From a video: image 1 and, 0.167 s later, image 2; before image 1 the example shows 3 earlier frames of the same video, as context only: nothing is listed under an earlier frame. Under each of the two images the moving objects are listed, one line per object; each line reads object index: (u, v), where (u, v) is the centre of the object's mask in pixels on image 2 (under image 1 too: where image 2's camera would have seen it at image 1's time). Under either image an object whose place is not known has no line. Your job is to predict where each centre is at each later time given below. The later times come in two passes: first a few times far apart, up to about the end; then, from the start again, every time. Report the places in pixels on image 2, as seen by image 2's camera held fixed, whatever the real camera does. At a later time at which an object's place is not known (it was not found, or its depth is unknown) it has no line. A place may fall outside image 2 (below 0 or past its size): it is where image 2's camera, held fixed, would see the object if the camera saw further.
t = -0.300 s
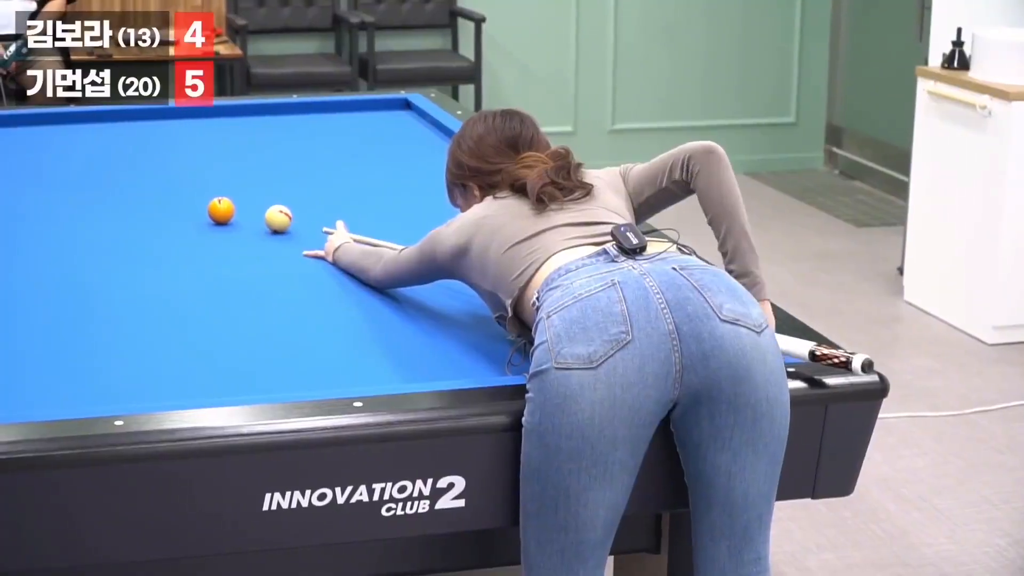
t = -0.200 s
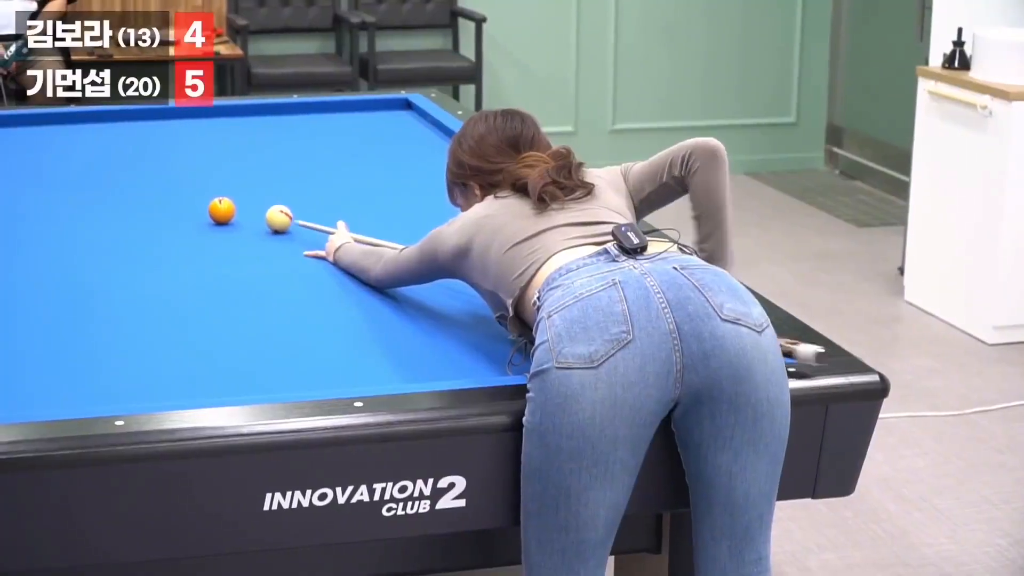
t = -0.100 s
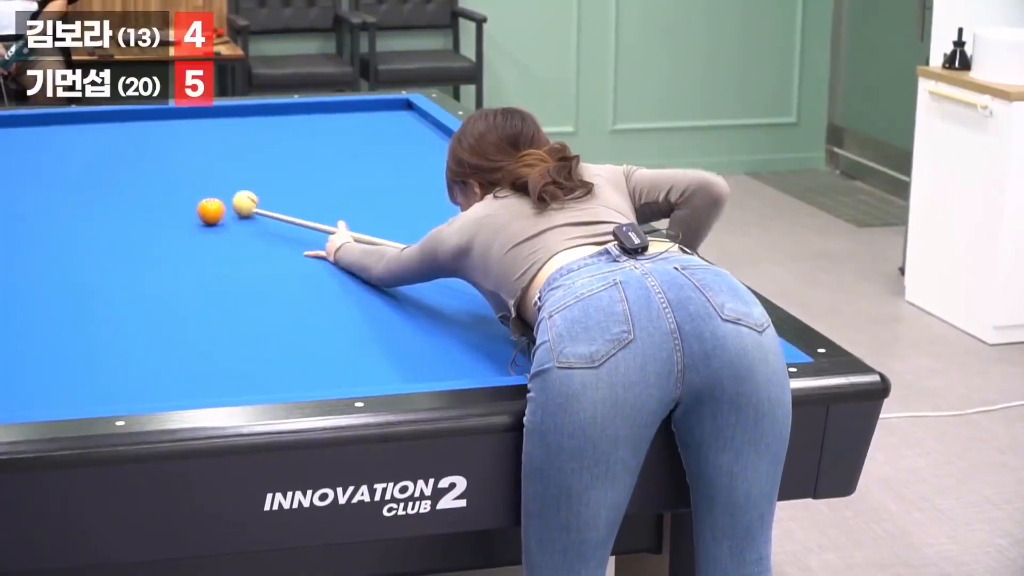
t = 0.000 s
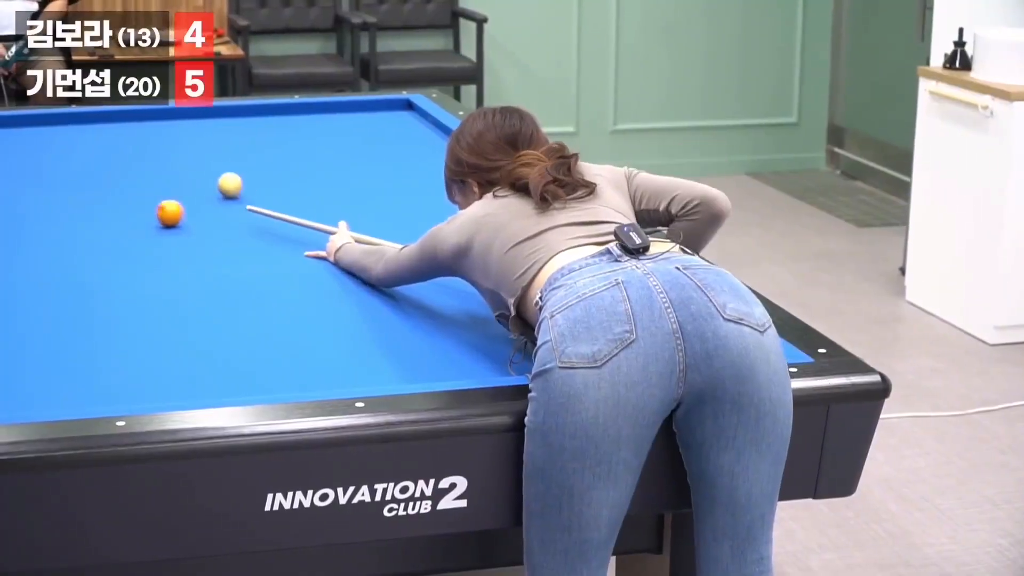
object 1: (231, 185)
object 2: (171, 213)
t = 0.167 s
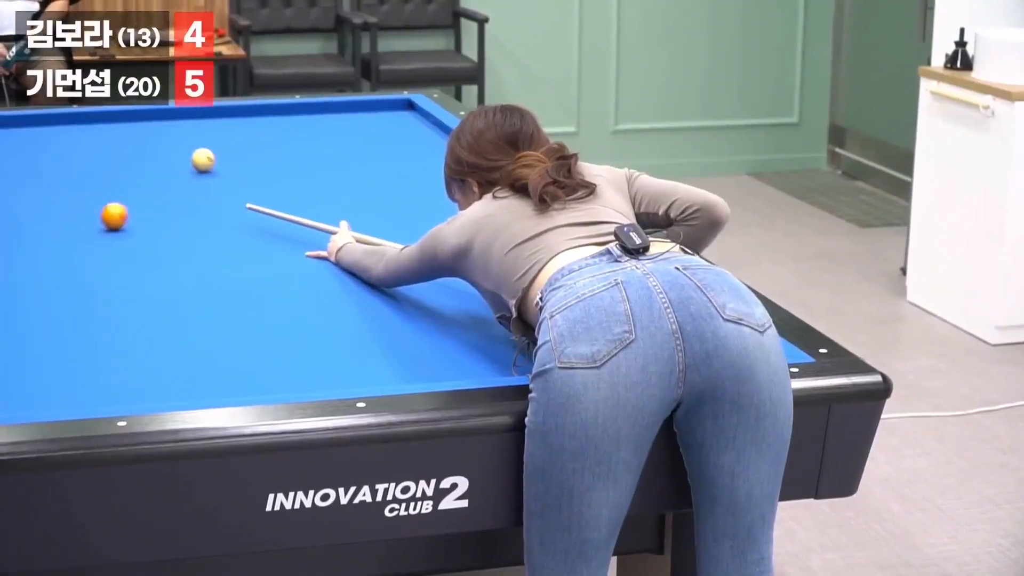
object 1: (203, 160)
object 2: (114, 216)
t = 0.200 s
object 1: (198, 155)
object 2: (103, 217)
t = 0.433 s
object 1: (163, 127)
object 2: (26, 221)
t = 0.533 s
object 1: (151, 117)
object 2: (2, 222)
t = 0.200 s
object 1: (198, 155)
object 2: (103, 217)
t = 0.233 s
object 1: (192, 151)
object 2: (92, 217)
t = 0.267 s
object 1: (187, 147)
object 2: (81, 218)
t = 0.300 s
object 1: (182, 143)
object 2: (70, 218)
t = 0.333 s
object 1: (177, 139)
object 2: (59, 219)
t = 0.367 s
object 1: (173, 135)
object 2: (48, 220)
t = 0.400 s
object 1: (168, 131)
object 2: (37, 220)
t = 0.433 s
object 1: (163, 127)
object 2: (26, 221)
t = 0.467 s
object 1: (159, 124)
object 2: (16, 221)
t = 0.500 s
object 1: (155, 120)
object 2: (7, 222)
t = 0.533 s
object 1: (151, 117)
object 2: (2, 222)
